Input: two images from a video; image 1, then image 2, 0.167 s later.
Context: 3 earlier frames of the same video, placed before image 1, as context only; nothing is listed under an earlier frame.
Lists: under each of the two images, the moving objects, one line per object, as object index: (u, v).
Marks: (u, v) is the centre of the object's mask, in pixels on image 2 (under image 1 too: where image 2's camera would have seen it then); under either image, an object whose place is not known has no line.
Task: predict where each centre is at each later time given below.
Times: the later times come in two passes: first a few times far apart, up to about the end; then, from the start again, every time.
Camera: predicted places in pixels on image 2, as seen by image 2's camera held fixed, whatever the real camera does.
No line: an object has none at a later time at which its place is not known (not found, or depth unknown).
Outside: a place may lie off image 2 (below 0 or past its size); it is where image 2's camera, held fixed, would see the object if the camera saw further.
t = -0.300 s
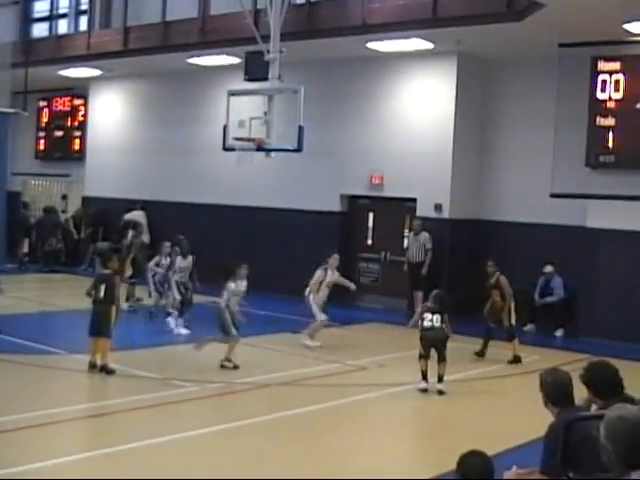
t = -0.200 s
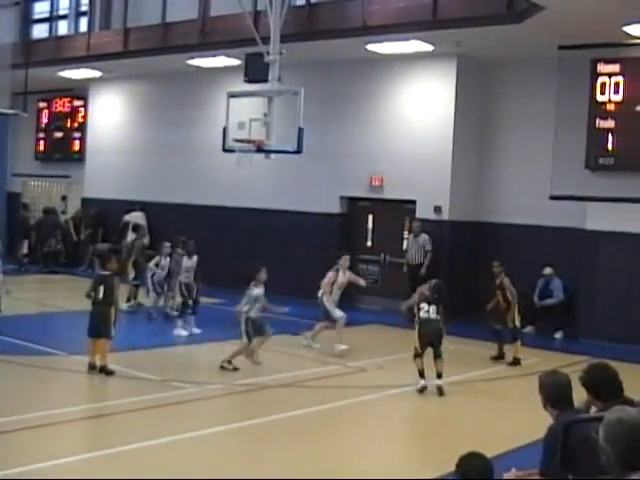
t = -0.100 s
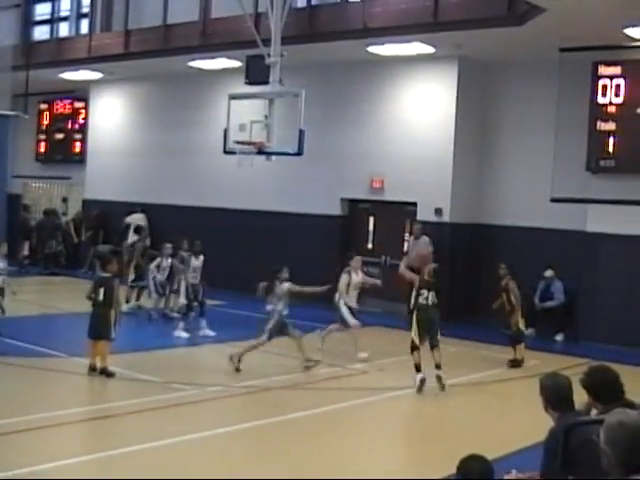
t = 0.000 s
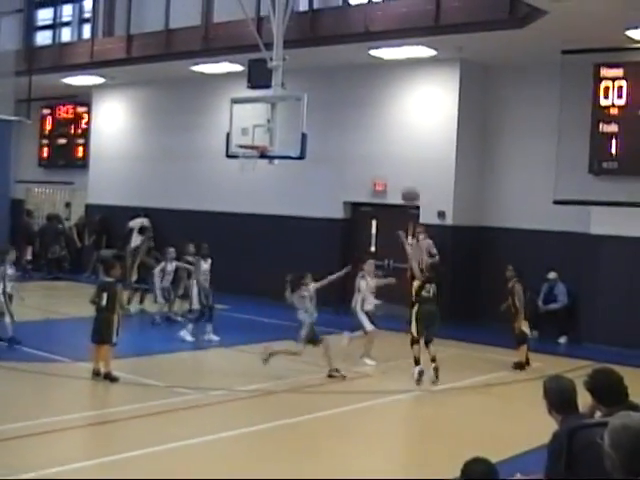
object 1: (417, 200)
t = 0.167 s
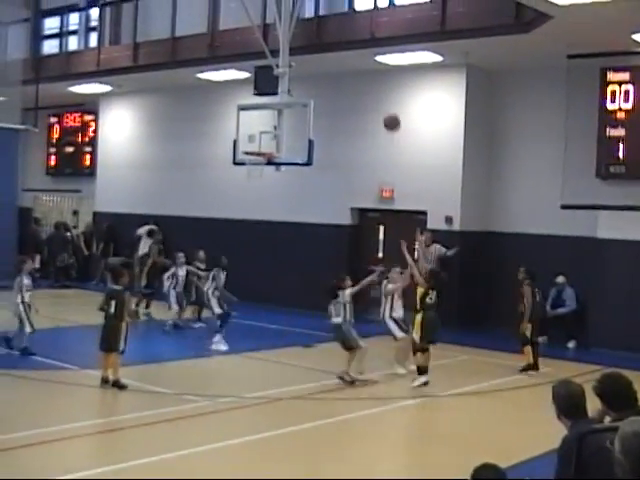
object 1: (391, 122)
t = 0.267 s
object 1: (377, 90)
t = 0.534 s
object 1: (342, 38)
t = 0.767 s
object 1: (313, 41)
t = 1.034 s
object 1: (283, 88)
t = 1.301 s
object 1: (259, 145)
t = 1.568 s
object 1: (269, 133)
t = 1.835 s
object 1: (279, 167)
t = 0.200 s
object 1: (387, 110)
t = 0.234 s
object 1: (382, 99)
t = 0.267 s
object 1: (377, 90)
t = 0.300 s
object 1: (372, 81)
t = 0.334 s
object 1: (368, 73)
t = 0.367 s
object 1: (363, 66)
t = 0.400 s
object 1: (358, 59)
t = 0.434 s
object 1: (354, 53)
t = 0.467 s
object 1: (350, 49)
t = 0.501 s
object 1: (345, 45)
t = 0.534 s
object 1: (342, 38)
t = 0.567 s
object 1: (338, 38)
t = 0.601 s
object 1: (333, 36)
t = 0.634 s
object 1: (329, 35)
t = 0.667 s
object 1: (325, 36)
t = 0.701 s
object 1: (321, 37)
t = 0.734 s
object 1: (317, 38)
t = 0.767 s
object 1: (313, 41)
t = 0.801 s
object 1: (309, 44)
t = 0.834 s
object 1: (305, 50)
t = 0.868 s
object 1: (300, 55)
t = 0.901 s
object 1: (297, 60)
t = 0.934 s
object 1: (294, 66)
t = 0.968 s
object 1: (290, 72)
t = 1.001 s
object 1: (285, 80)
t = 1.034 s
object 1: (283, 88)
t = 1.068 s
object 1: (278, 95)
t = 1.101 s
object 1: (274, 103)
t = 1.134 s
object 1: (272, 112)
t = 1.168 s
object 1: (268, 120)
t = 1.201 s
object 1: (265, 130)
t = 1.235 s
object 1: (261, 140)
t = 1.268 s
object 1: (259, 149)
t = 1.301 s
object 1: (259, 145)
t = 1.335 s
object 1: (260, 141)
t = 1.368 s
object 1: (261, 138)
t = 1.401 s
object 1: (263, 136)
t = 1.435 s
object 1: (265, 133)
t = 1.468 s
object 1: (266, 133)
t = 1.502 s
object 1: (267, 132)
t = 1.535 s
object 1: (268, 132)
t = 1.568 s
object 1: (269, 133)
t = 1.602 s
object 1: (270, 134)
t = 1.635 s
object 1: (272, 137)
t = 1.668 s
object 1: (273, 140)
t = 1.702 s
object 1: (274, 144)
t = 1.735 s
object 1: (275, 148)
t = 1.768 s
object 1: (275, 154)
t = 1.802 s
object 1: (279, 158)
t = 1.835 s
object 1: (279, 167)
